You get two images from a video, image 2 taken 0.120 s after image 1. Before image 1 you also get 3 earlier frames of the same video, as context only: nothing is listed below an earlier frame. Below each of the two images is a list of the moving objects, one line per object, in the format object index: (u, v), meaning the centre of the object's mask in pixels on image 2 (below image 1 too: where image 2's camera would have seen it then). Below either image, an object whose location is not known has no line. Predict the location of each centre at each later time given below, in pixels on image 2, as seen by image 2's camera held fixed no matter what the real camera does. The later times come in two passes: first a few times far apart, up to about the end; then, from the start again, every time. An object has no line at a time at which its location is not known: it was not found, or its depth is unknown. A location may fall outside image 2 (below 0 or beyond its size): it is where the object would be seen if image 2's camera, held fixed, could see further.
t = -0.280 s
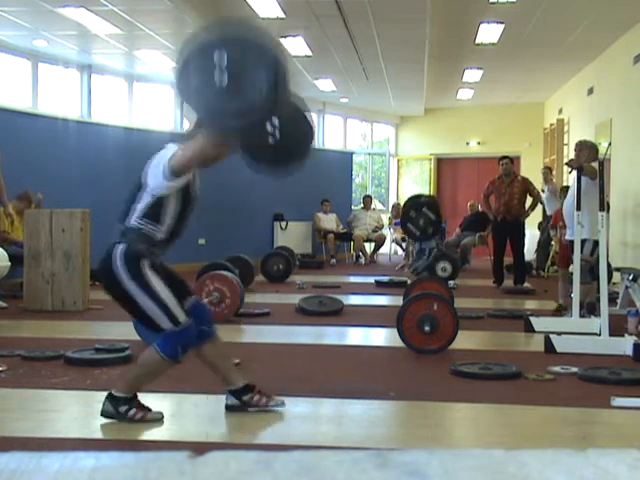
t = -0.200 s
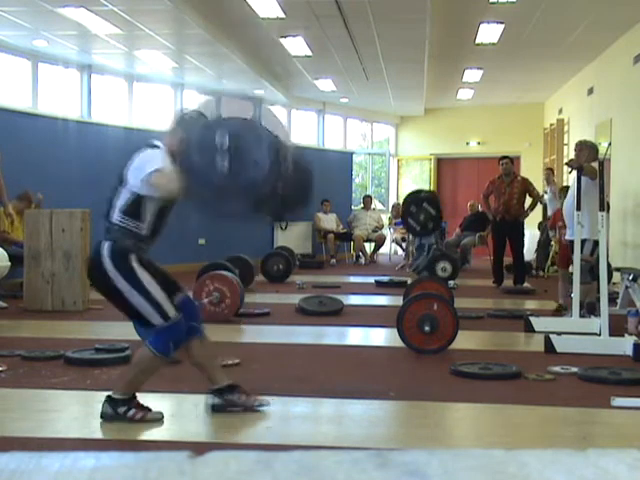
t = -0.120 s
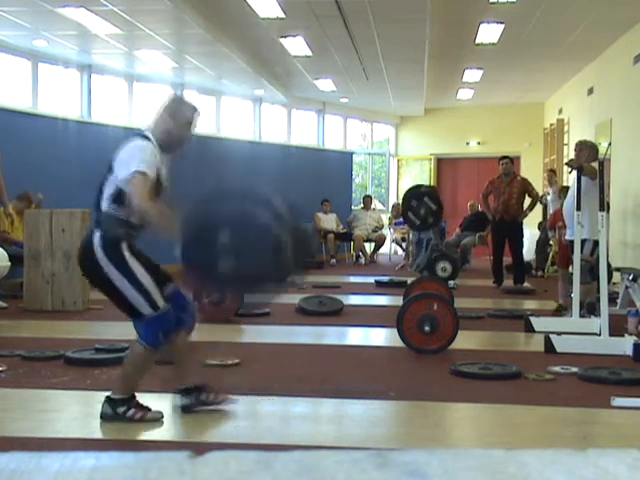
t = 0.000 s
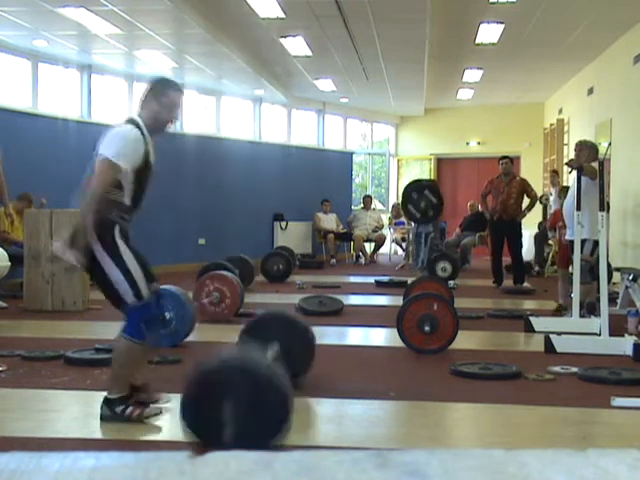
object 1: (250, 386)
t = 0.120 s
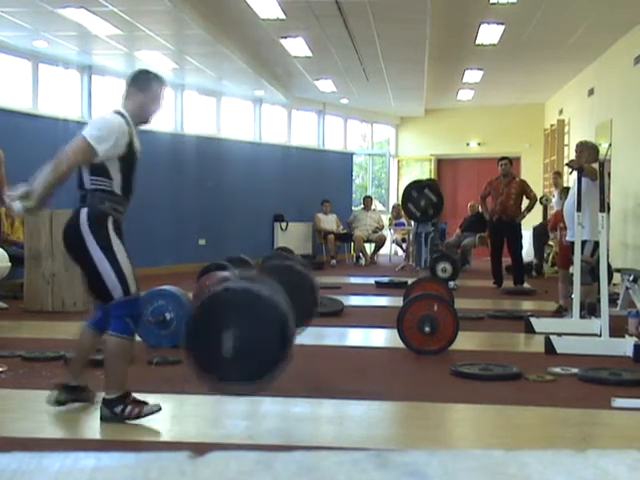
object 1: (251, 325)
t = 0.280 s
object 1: (250, 265)
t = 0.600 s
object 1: (256, 322)
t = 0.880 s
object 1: (259, 347)
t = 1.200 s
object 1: (264, 380)
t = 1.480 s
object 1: (264, 383)
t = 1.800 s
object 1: (263, 383)
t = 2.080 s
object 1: (261, 384)
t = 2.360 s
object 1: (260, 384)
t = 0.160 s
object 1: (250, 302)
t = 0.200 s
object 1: (250, 286)
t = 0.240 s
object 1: (250, 274)
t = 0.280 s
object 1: (250, 265)
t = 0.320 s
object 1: (251, 260)
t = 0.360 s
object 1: (251, 259)
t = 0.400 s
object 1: (252, 260)
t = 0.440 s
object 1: (252, 265)
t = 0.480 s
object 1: (253, 275)
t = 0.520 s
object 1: (254, 286)
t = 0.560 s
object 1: (254, 300)
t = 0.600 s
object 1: (256, 322)
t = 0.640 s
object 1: (256, 346)
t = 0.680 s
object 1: (257, 372)
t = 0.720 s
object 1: (259, 383)
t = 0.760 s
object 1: (260, 376)
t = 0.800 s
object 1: (258, 365)
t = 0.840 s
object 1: (259, 353)
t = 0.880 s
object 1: (259, 347)
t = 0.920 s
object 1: (259, 344)
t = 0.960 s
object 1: (260, 345)
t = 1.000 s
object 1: (260, 348)
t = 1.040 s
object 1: (260, 354)
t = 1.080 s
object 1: (261, 363)
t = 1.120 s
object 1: (262, 374)
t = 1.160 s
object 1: (264, 381)
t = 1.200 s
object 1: (264, 380)
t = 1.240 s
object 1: (264, 376)
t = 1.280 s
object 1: (263, 373)
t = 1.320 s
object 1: (263, 373)
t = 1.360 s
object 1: (262, 376)
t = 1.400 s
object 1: (263, 378)
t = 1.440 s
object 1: (264, 381)
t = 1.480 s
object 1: (264, 383)
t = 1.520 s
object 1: (263, 382)
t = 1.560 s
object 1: (263, 381)
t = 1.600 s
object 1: (263, 381)
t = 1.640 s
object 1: (263, 383)
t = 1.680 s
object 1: (263, 384)
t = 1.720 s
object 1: (263, 383)
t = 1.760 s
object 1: (263, 383)
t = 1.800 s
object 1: (263, 383)
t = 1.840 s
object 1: (262, 383)
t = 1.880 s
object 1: (262, 383)
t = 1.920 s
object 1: (262, 384)
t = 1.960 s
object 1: (262, 384)
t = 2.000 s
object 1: (261, 384)
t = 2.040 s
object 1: (261, 384)
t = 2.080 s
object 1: (261, 384)
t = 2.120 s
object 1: (261, 384)
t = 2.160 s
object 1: (261, 384)
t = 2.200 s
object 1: (261, 384)
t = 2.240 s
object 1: (261, 384)
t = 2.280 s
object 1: (261, 384)
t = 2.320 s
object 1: (261, 384)
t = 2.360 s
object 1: (260, 384)
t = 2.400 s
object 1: (260, 384)
